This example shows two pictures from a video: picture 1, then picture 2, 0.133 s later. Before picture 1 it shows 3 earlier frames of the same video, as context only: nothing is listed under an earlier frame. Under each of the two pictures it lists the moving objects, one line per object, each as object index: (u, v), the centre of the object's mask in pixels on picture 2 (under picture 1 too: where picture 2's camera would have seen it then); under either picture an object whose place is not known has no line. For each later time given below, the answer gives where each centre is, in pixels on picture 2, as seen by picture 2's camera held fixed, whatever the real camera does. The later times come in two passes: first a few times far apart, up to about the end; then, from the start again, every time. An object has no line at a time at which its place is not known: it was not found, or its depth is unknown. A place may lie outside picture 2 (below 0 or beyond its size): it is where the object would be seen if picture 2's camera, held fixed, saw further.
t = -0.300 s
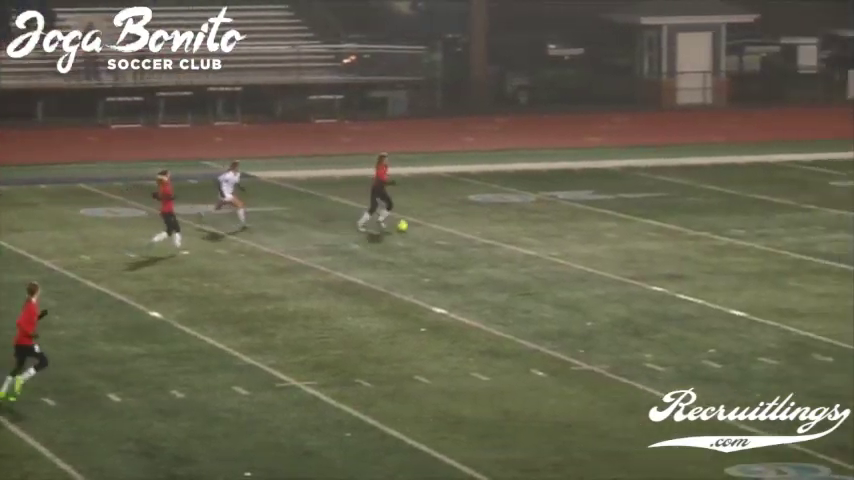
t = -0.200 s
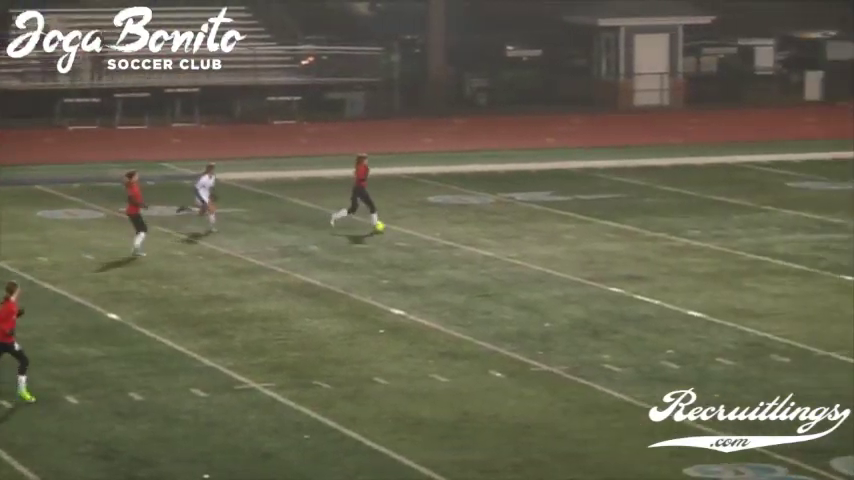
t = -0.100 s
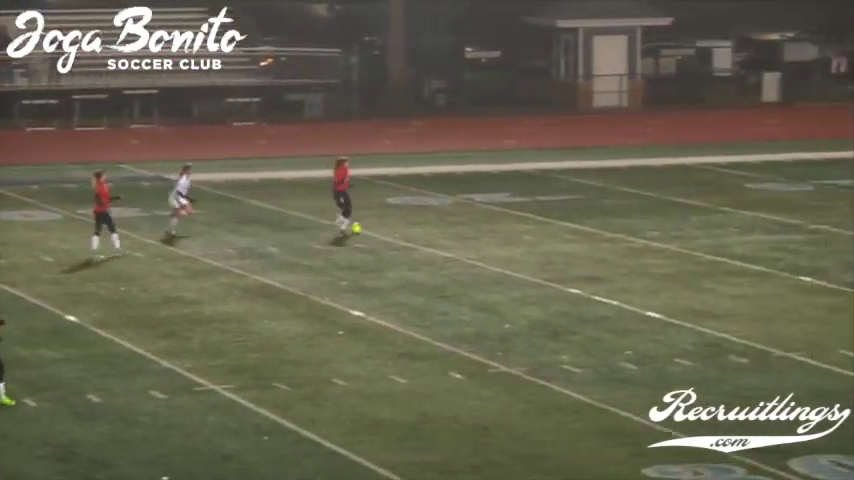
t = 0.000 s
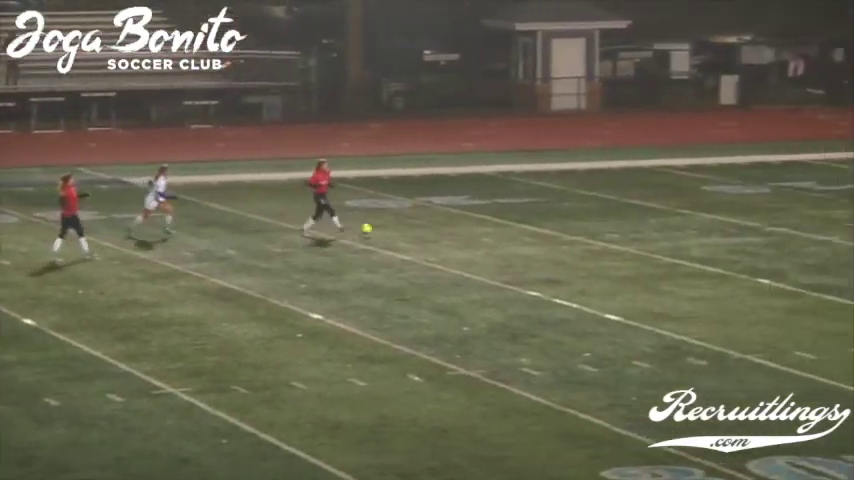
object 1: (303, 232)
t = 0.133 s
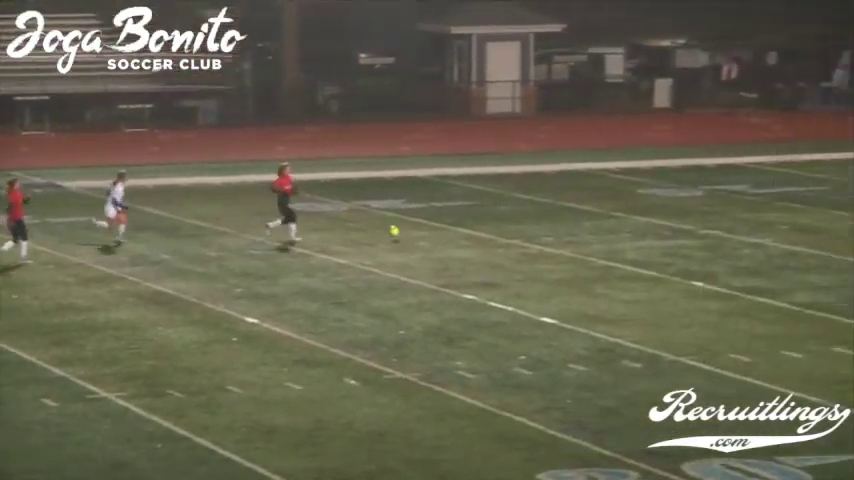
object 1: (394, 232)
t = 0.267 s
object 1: (482, 234)
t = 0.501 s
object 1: (617, 229)
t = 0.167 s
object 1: (416, 232)
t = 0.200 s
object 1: (439, 233)
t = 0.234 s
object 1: (461, 235)
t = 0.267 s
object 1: (482, 234)
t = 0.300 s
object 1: (502, 232)
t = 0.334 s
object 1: (522, 232)
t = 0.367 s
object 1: (542, 231)
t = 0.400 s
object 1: (562, 233)
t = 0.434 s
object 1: (582, 234)
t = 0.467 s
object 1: (599, 233)
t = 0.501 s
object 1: (617, 229)
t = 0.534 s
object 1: (635, 229)
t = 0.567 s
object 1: (652, 228)
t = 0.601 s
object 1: (668, 228)
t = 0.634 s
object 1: (686, 228)
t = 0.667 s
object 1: (703, 229)
